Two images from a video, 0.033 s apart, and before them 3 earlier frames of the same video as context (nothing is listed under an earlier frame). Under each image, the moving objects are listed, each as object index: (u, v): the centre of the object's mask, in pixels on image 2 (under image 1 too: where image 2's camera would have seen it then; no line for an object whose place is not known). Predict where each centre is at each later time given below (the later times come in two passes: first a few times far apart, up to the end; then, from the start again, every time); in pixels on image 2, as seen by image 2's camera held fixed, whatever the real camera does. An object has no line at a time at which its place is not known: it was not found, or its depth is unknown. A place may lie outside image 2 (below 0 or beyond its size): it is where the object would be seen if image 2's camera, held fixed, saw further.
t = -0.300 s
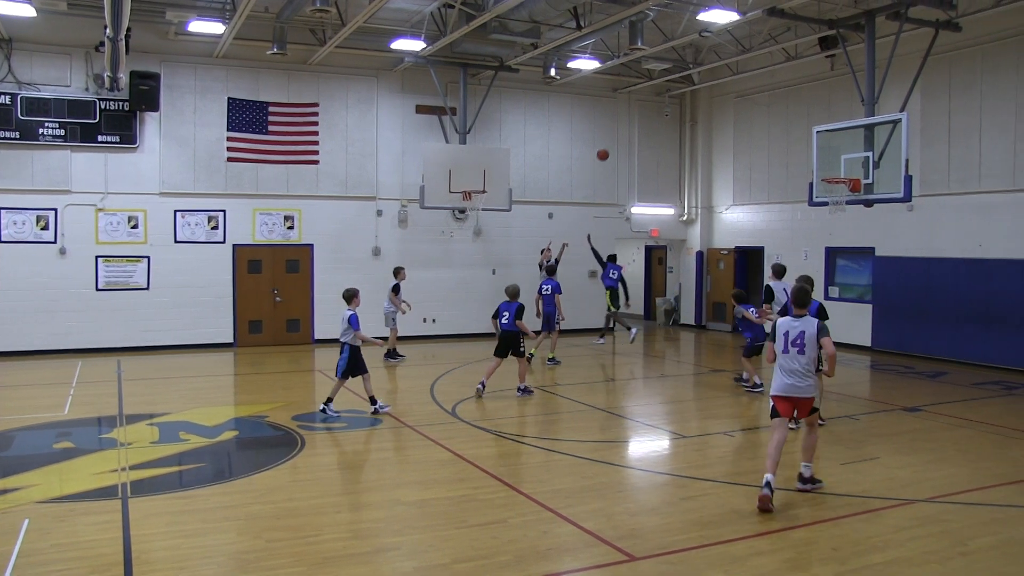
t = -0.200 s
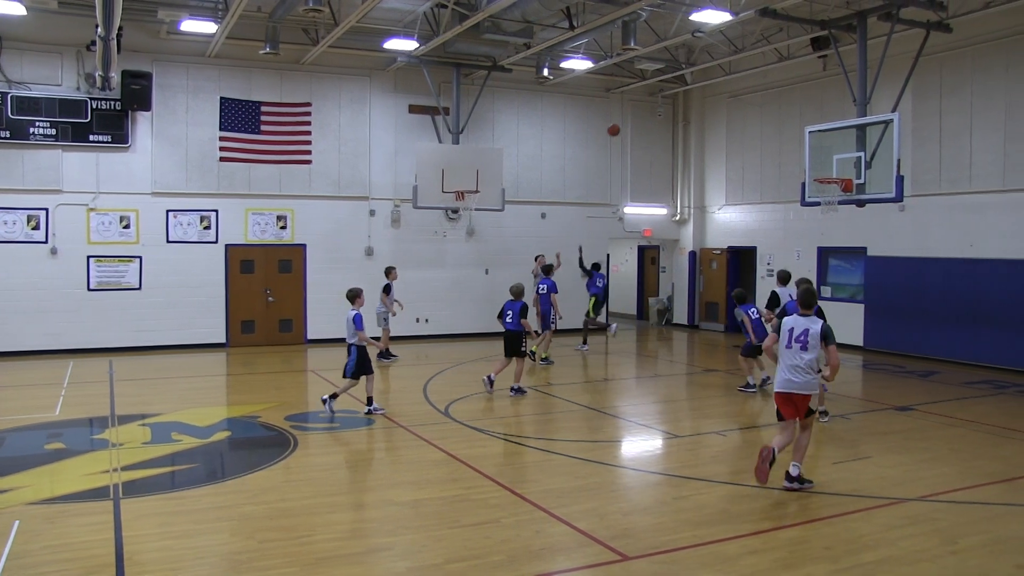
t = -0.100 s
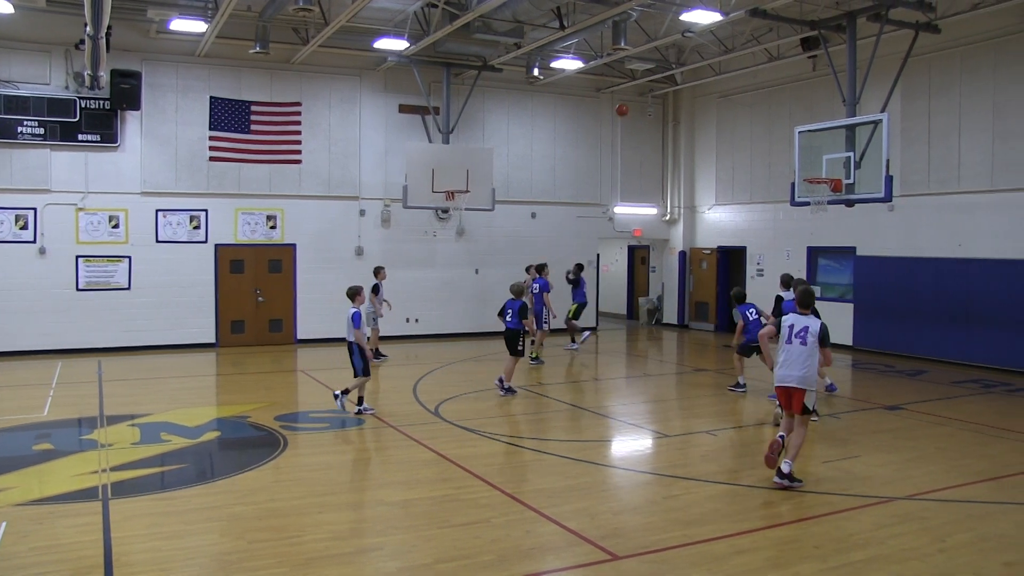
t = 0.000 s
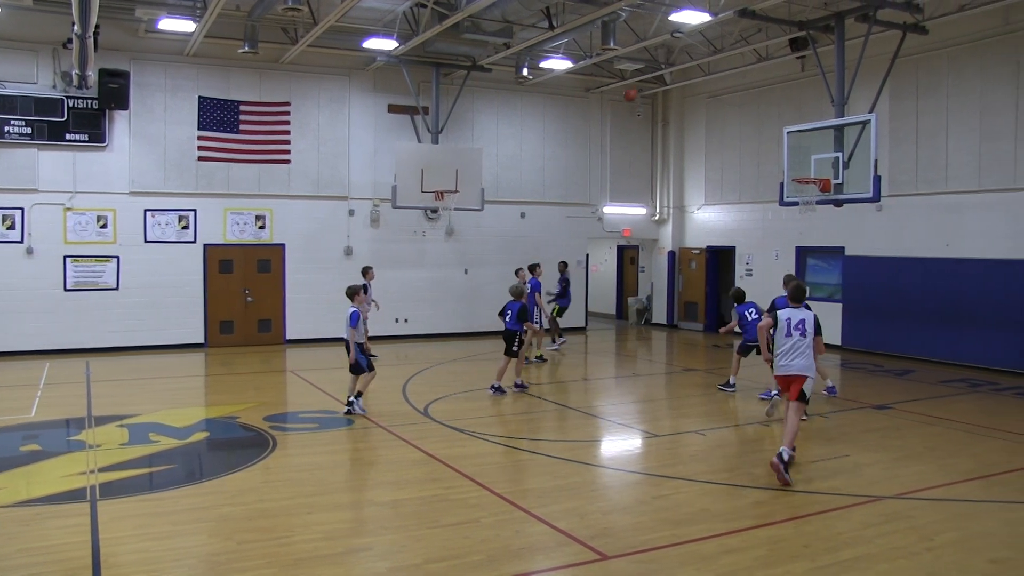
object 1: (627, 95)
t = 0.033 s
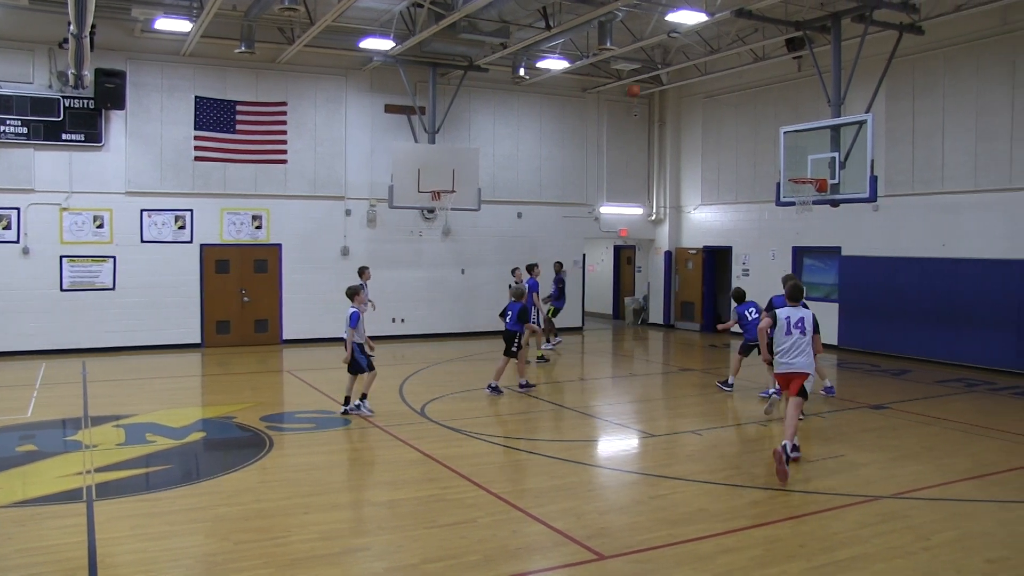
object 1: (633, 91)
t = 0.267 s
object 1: (678, 79)
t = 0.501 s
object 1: (727, 100)
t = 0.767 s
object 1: (789, 169)
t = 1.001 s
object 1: (793, 159)
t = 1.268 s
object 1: (759, 158)
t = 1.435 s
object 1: (737, 179)
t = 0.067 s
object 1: (640, 87)
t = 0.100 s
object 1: (646, 84)
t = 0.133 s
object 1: (652, 82)
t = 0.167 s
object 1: (658, 80)
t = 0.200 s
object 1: (664, 79)
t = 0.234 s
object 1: (671, 78)
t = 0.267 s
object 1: (678, 79)
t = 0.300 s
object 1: (684, 80)
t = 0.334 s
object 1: (692, 81)
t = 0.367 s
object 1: (698, 84)
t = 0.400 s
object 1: (705, 87)
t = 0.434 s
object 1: (713, 90)
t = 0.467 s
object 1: (720, 94)
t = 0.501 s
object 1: (727, 100)
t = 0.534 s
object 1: (734, 105)
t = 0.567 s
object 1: (743, 112)
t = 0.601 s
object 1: (751, 120)
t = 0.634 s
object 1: (758, 128)
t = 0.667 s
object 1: (766, 137)
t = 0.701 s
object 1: (774, 147)
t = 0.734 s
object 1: (782, 158)
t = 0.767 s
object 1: (789, 169)
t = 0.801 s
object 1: (797, 175)
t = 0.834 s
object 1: (805, 176)
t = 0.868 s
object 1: (811, 177)
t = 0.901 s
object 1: (807, 171)
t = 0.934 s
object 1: (802, 166)
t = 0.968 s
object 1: (798, 162)
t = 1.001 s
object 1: (793, 159)
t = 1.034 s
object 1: (789, 156)
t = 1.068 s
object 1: (785, 154)
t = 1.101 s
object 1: (781, 153)
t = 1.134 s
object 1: (776, 153)
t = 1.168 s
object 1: (772, 153)
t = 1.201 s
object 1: (768, 154)
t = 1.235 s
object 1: (764, 155)
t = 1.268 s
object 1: (759, 158)
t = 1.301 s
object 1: (755, 161)
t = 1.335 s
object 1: (751, 164)
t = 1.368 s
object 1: (746, 169)
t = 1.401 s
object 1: (742, 173)
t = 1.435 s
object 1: (737, 179)
